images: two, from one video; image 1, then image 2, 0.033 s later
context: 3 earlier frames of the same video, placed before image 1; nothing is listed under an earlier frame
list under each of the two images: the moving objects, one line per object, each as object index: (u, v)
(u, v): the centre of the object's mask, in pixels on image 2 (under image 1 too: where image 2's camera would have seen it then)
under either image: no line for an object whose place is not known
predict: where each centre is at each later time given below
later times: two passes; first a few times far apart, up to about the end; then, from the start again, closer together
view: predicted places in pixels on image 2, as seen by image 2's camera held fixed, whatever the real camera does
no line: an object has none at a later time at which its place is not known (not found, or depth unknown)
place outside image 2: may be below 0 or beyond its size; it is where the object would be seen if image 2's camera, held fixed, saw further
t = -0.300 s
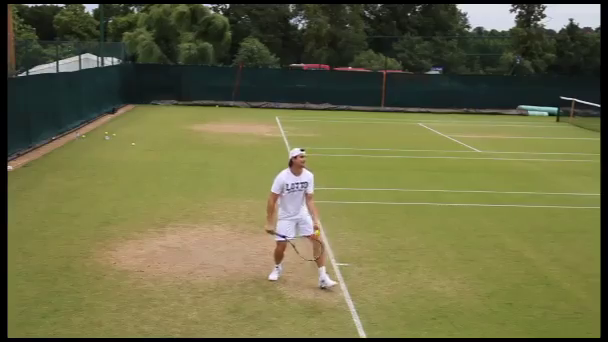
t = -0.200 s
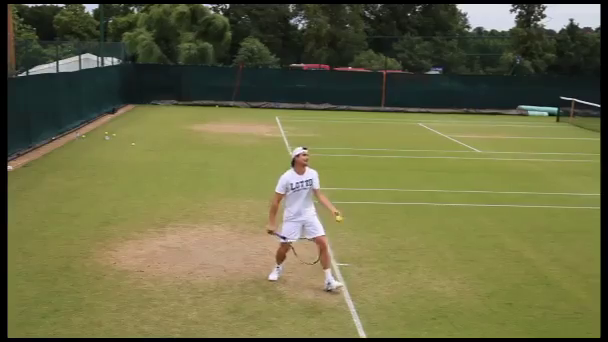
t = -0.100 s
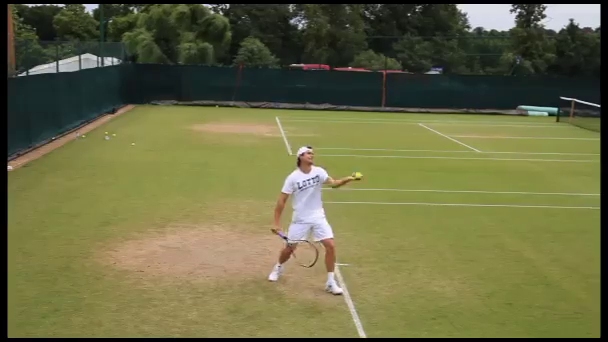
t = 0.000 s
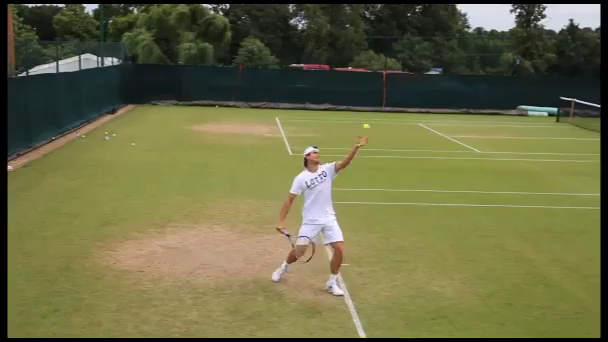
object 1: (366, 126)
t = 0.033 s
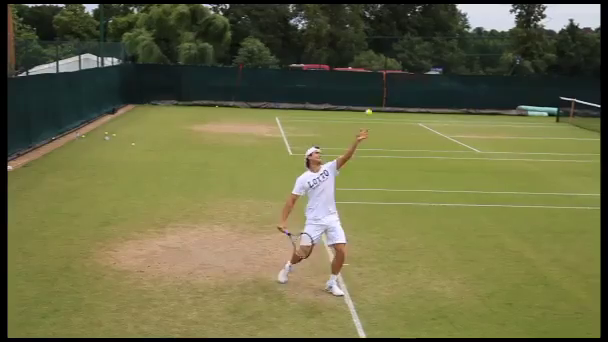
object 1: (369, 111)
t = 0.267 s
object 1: (385, 36)
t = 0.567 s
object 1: (403, 8)
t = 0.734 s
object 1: (410, 29)
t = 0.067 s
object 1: (371, 98)
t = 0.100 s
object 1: (374, 86)
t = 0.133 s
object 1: (376, 74)
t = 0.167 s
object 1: (383, 64)
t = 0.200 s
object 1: (383, 58)
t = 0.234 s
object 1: (383, 44)
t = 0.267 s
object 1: (385, 36)
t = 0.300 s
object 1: (387, 28)
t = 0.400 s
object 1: (393, 13)
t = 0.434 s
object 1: (395, 10)
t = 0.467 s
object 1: (398, 8)
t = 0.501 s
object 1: (399, 7)
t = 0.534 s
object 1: (401, 7)
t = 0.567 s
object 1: (403, 8)
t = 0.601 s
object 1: (404, 10)
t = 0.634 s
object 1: (406, 13)
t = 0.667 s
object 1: (407, 18)
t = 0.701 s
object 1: (408, 23)
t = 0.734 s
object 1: (410, 29)
